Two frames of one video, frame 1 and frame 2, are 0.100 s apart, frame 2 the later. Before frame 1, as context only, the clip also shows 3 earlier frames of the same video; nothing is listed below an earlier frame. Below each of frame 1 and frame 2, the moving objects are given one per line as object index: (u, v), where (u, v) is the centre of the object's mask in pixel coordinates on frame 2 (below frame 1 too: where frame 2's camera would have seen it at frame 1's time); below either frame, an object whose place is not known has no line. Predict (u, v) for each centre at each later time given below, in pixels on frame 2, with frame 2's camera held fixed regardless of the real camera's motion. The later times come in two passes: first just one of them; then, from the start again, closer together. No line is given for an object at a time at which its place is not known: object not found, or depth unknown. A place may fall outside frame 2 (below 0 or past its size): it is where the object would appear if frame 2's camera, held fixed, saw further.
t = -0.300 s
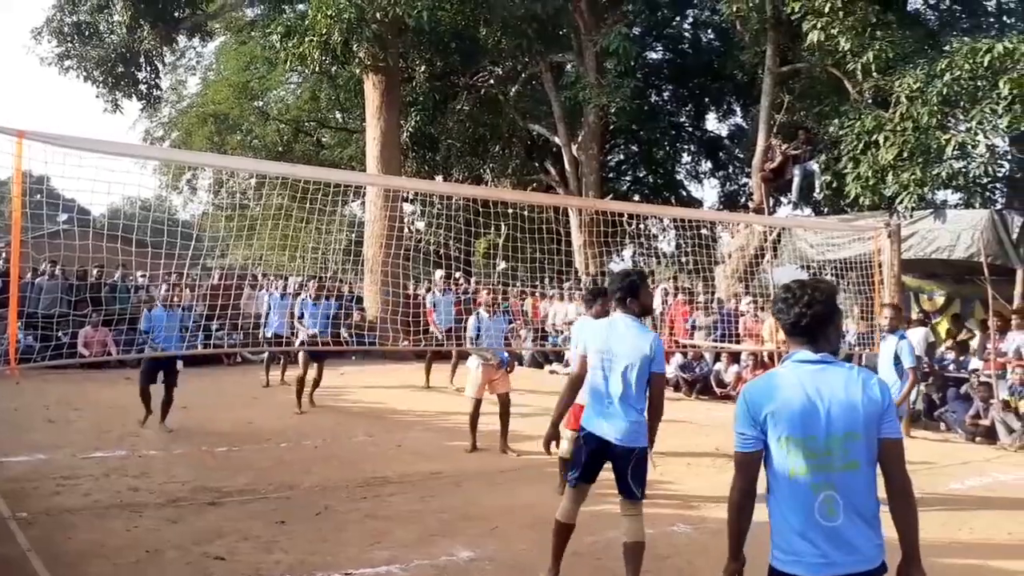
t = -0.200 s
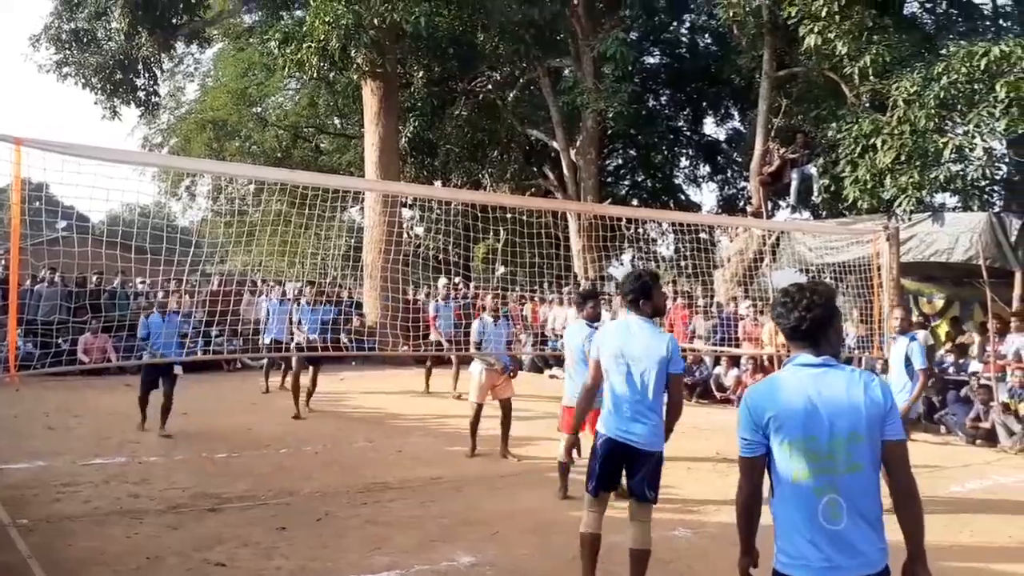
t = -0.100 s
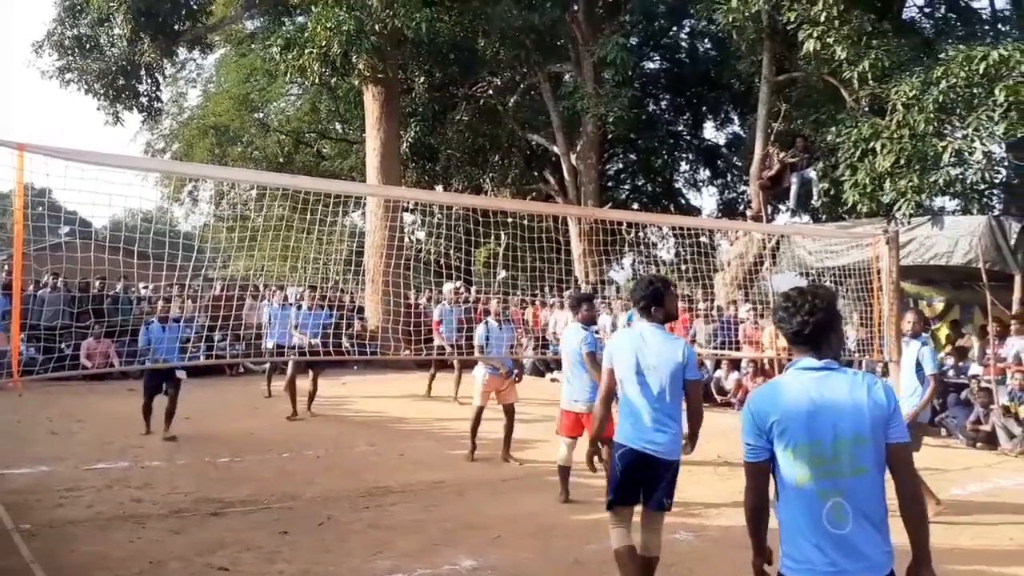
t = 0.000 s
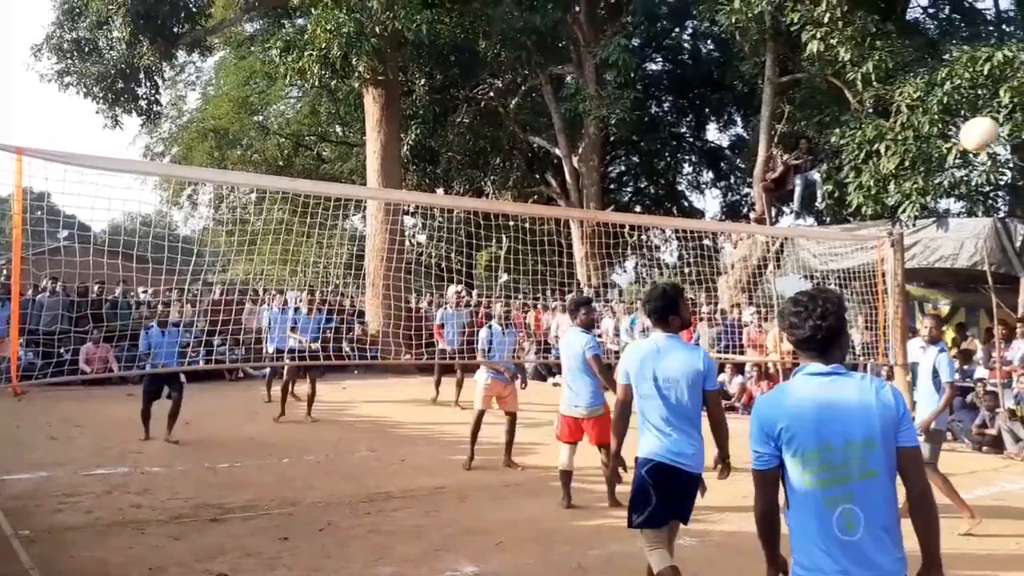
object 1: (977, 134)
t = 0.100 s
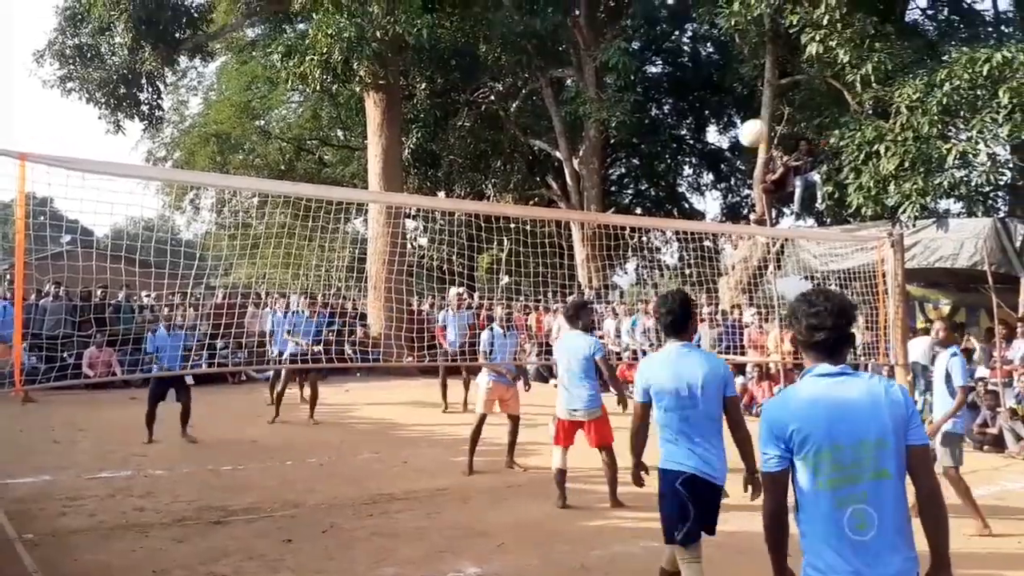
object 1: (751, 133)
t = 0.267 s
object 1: (532, 166)
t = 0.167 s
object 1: (647, 142)
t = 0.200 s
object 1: (604, 149)
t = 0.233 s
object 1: (567, 158)
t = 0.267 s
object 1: (532, 166)
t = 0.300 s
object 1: (501, 175)
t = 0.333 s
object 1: (474, 185)
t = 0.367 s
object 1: (449, 193)
